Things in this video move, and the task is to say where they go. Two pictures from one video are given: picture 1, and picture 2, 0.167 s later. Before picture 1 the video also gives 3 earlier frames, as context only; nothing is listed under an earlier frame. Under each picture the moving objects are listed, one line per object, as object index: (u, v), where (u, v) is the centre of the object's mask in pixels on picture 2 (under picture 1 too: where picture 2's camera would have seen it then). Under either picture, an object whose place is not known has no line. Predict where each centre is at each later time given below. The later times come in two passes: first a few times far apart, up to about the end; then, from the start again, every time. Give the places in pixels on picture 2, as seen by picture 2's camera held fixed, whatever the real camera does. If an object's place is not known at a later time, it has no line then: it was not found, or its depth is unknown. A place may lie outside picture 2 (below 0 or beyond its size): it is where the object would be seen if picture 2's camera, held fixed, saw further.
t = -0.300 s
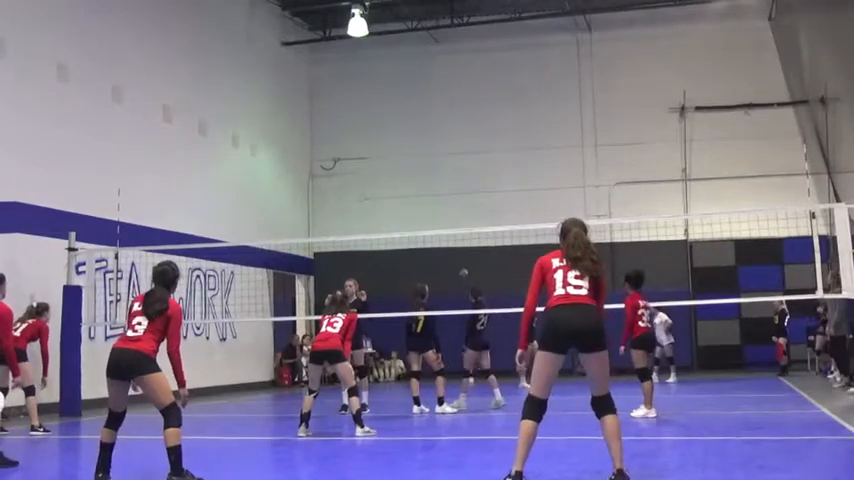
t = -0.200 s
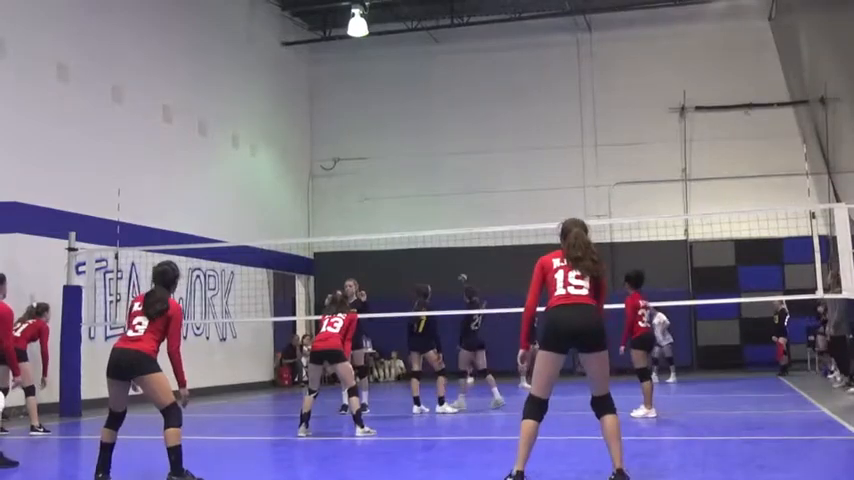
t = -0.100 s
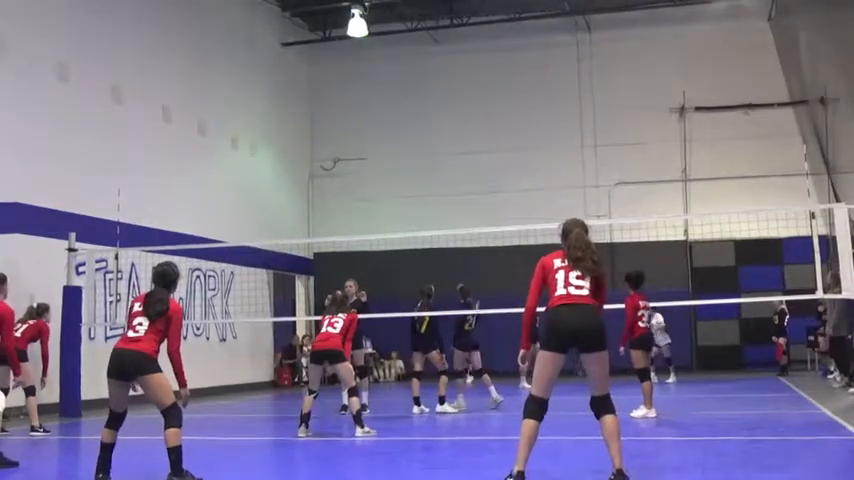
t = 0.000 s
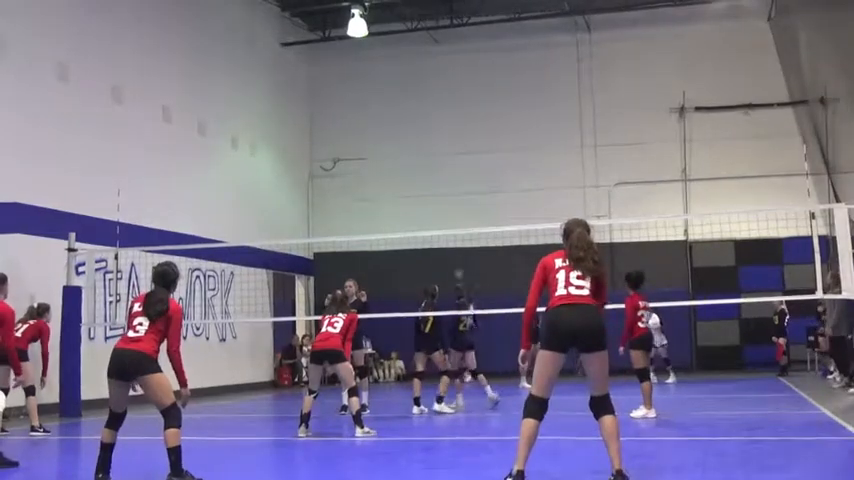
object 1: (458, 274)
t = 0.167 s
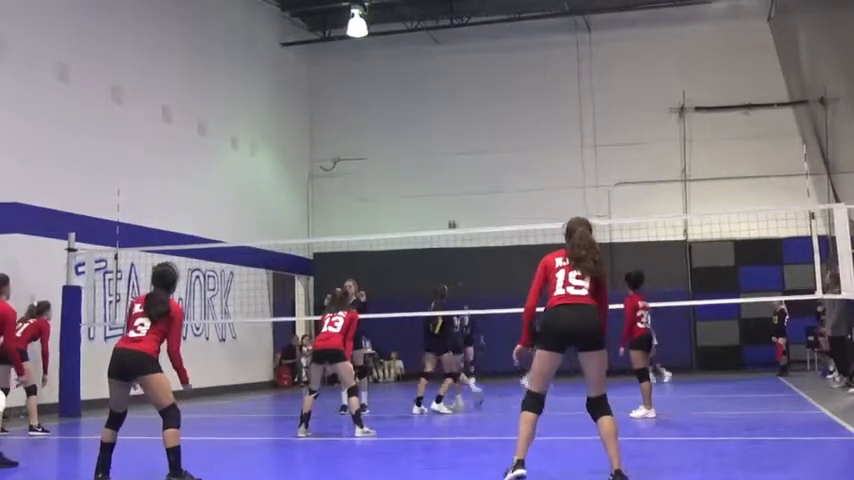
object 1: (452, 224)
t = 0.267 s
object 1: (450, 197)
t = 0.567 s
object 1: (442, 134)
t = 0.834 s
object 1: (440, 113)
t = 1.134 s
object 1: (429, 155)
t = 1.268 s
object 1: (426, 208)
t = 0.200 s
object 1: (452, 215)
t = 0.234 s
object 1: (451, 206)
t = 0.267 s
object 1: (450, 197)
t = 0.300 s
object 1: (450, 189)
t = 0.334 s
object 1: (449, 182)
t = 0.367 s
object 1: (447, 174)
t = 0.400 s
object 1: (447, 165)
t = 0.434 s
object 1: (446, 158)
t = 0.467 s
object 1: (446, 151)
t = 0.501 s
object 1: (446, 146)
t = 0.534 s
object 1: (444, 141)
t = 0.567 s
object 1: (442, 134)
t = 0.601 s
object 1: (442, 129)
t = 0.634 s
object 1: (442, 126)
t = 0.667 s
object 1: (442, 122)
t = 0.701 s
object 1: (441, 121)
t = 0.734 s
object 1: (440, 118)
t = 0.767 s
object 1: (440, 115)
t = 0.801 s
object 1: (439, 114)
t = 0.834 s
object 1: (440, 113)
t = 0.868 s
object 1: (438, 115)
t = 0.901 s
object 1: (436, 117)
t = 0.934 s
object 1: (436, 118)
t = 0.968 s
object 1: (435, 121)
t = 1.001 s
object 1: (435, 126)
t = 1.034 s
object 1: (433, 131)
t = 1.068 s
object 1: (431, 138)
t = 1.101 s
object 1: (430, 146)
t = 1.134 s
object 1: (429, 155)
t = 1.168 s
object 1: (429, 166)
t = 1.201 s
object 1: (428, 179)
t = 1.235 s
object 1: (426, 193)
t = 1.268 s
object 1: (426, 208)
